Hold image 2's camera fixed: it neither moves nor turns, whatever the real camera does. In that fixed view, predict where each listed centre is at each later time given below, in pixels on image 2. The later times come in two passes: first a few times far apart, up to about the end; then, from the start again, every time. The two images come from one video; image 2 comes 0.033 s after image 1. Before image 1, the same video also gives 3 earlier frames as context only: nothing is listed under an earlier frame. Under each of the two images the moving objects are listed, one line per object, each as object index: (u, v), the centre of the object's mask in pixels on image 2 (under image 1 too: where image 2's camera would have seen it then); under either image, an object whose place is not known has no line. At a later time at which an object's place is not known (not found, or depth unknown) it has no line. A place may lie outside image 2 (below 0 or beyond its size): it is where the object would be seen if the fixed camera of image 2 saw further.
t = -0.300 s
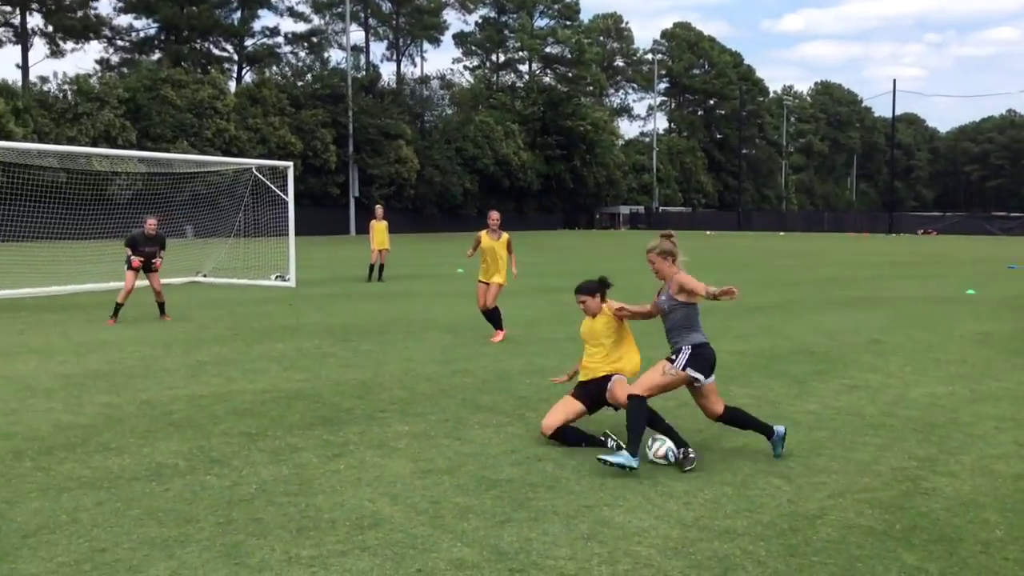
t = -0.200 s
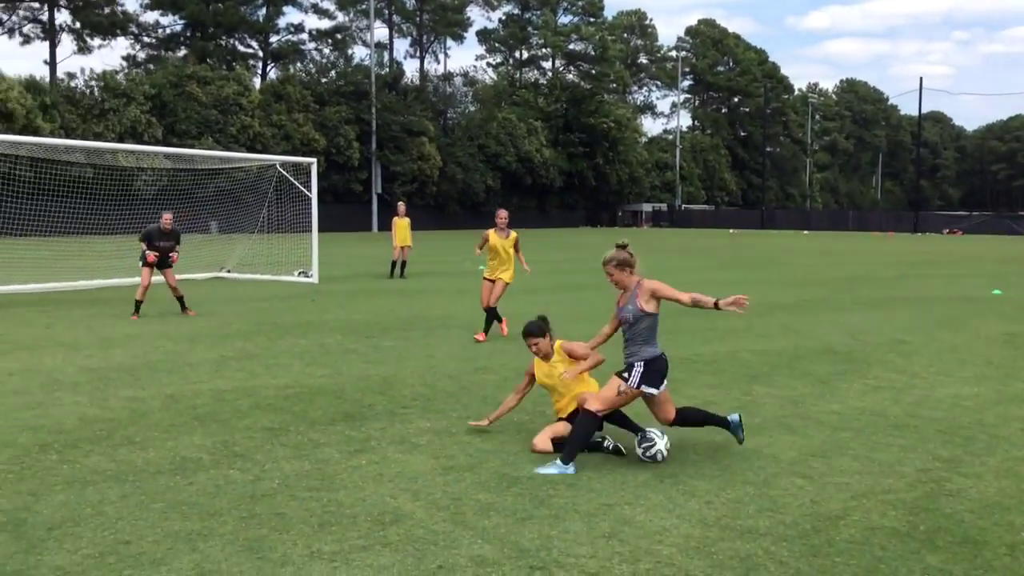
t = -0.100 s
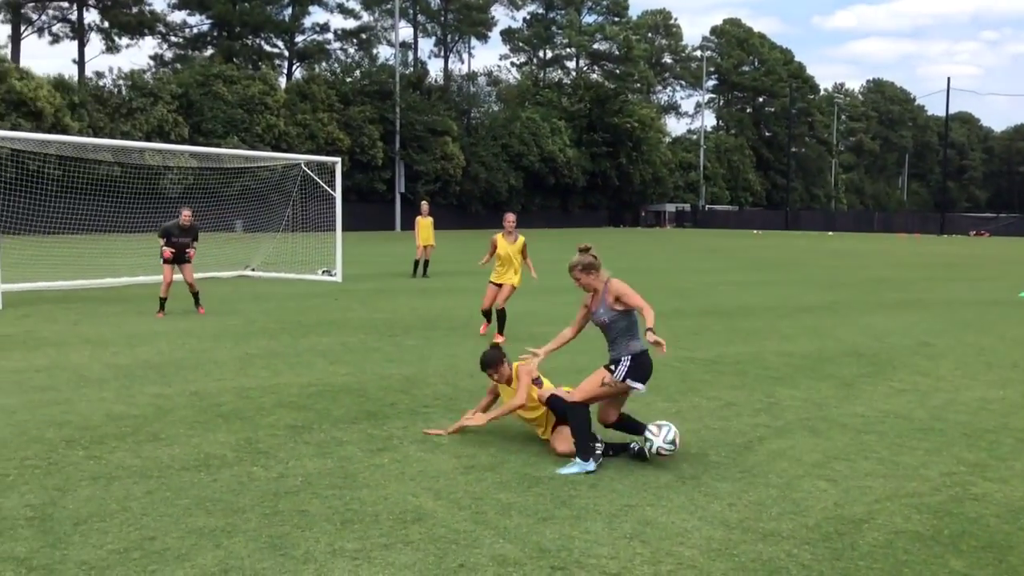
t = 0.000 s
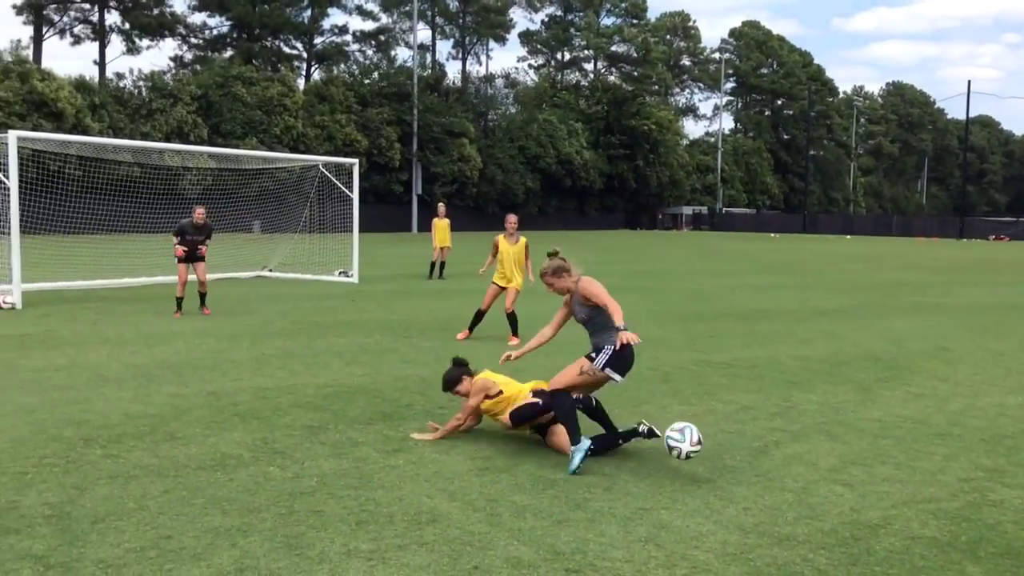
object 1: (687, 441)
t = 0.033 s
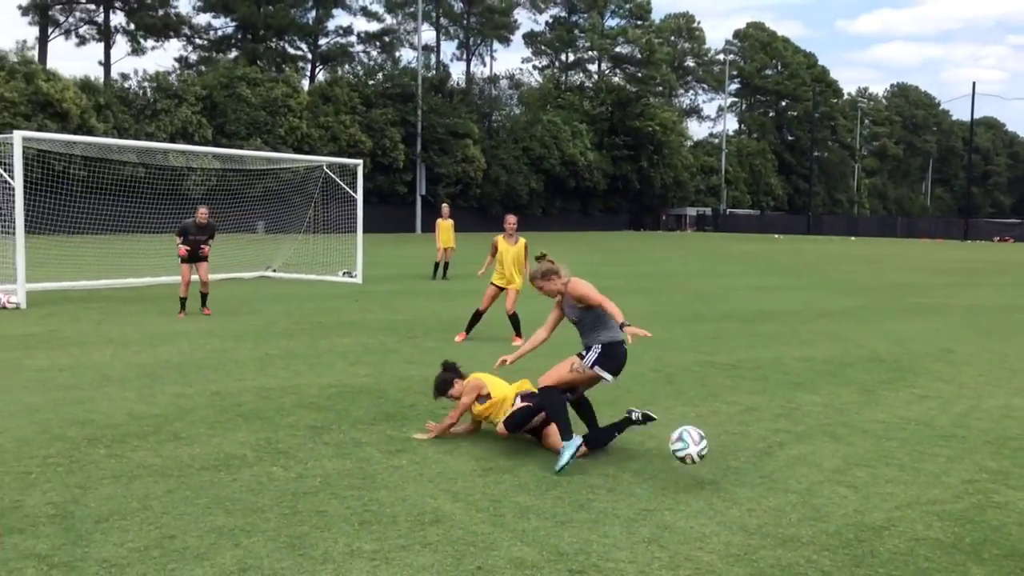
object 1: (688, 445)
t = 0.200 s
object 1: (697, 493)
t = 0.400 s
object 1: (674, 504)
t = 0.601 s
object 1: (653, 518)
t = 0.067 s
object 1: (690, 450)
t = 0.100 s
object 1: (692, 457)
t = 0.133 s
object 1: (694, 467)
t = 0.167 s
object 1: (695, 480)
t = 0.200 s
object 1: (697, 493)
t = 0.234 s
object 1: (693, 492)
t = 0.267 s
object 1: (689, 489)
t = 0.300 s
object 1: (686, 490)
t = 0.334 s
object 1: (682, 492)
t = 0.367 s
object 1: (678, 497)
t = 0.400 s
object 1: (674, 504)
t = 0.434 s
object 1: (670, 508)
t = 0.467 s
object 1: (667, 509)
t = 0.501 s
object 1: (664, 510)
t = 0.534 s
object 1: (660, 513)
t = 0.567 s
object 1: (657, 516)
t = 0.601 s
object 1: (653, 518)
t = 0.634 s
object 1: (650, 520)
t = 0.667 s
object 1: (647, 524)
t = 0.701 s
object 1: (643, 525)
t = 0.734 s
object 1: (639, 526)
